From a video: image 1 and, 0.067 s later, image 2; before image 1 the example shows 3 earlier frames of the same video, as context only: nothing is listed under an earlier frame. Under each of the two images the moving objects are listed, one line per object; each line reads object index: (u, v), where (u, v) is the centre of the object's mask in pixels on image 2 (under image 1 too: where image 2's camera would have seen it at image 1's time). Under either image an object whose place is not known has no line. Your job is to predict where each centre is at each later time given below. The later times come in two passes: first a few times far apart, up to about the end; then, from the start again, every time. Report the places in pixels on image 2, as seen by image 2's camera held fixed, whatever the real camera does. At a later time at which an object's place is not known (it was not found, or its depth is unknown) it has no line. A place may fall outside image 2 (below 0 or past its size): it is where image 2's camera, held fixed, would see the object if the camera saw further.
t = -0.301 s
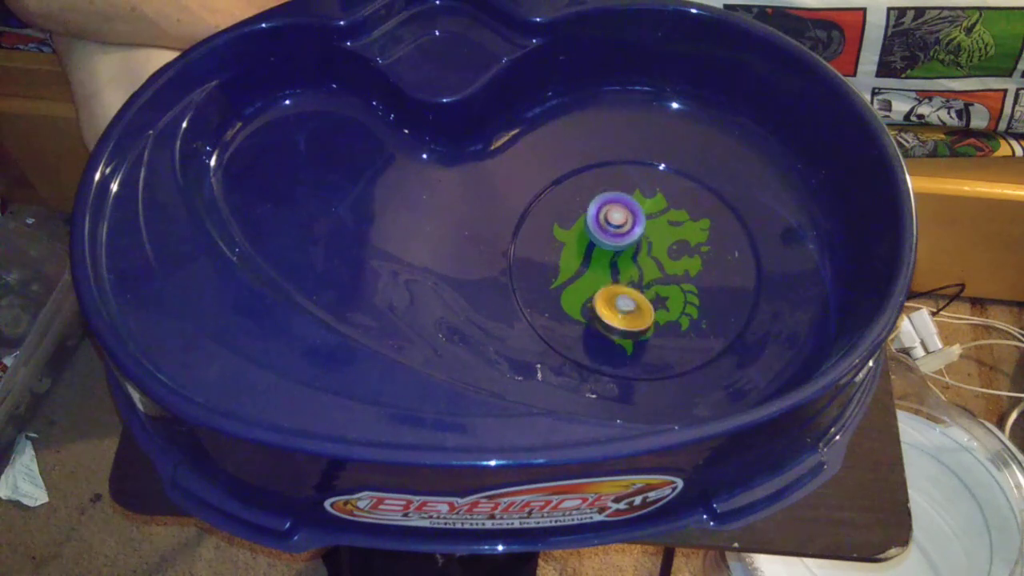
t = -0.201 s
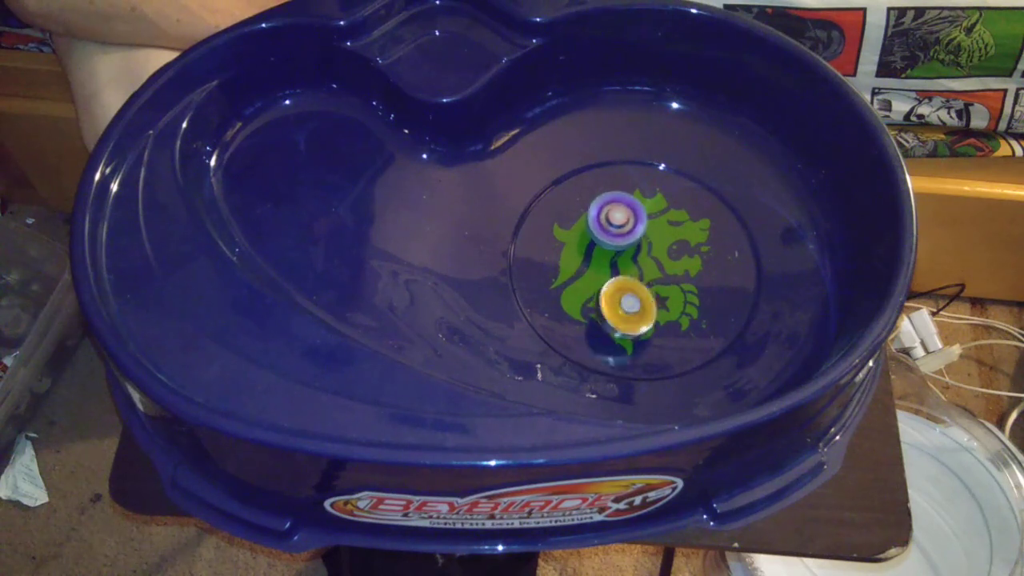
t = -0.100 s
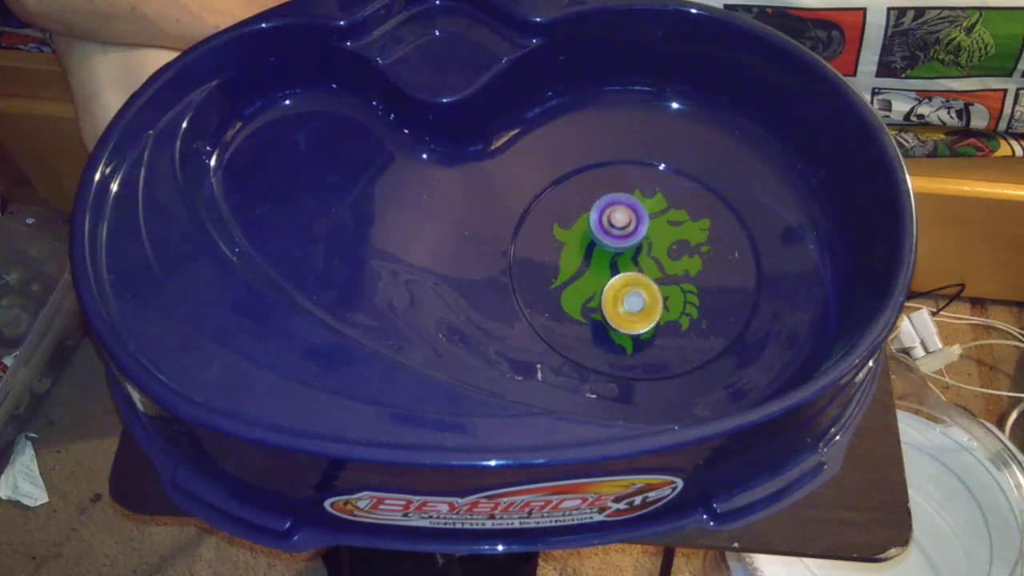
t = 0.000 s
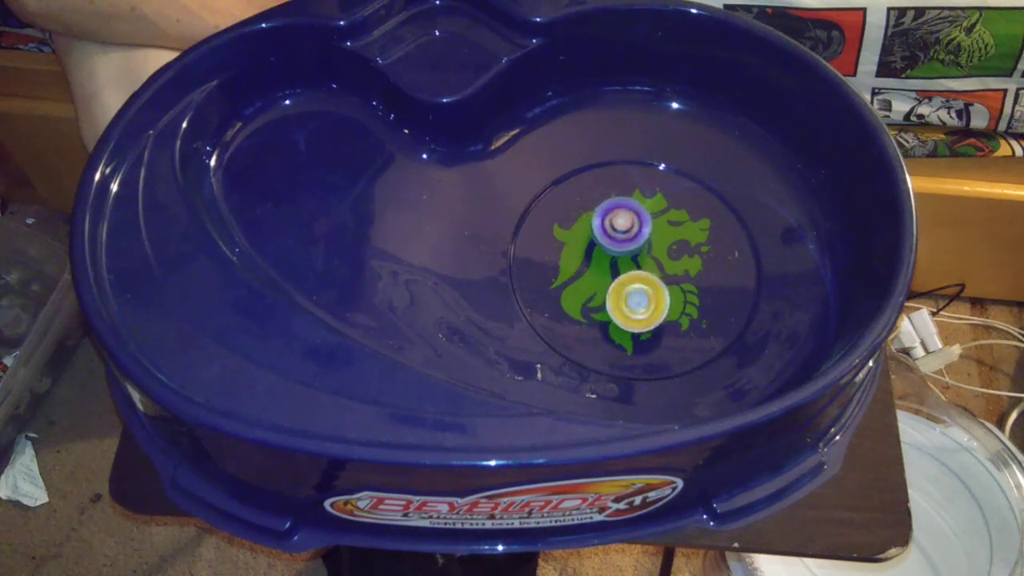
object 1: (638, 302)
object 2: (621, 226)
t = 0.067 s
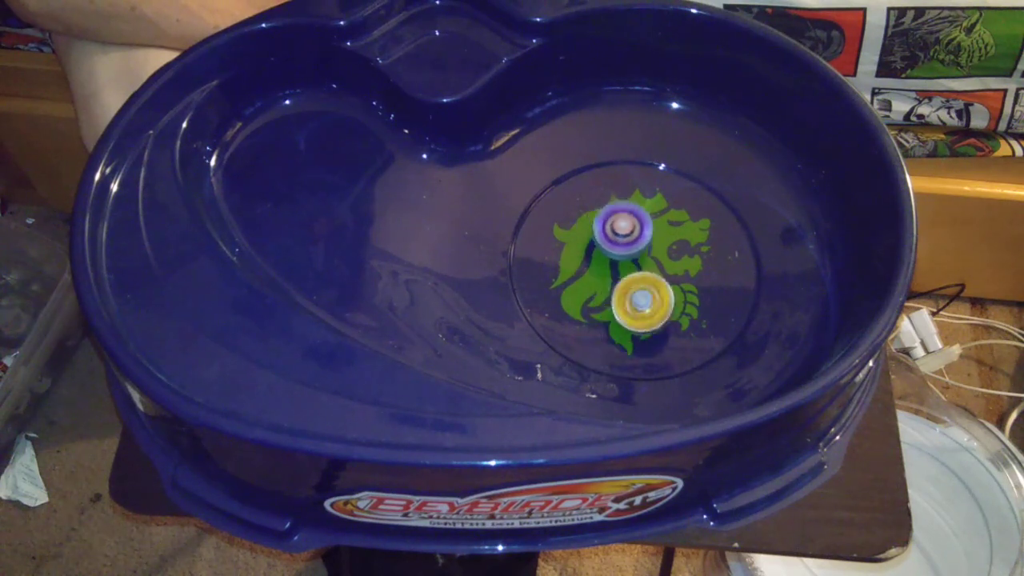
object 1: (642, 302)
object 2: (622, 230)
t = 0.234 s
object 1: (646, 304)
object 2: (624, 241)
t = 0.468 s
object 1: (648, 305)
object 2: (617, 250)
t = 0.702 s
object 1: (655, 299)
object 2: (607, 253)
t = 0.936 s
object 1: (660, 296)
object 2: (603, 252)
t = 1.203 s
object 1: (662, 287)
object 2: (606, 250)
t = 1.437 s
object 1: (681, 294)
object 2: (601, 242)
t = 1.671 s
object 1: (678, 303)
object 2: (599, 239)
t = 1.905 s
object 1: (659, 283)
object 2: (602, 244)
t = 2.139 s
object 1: (672, 273)
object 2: (602, 246)
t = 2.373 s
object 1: (672, 271)
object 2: (602, 250)
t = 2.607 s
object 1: (667, 279)
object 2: (607, 254)
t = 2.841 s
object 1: (660, 301)
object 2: (610, 258)
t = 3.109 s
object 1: (679, 319)
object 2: (599, 243)
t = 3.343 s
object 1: (679, 310)
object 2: (590, 227)
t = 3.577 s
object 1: (641, 313)
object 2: (597, 225)
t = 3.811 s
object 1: (642, 314)
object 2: (608, 236)
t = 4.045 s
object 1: (656, 298)
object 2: (608, 252)
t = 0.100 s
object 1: (643, 302)
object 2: (623, 232)
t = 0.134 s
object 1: (644, 302)
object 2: (623, 234)
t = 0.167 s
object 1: (645, 304)
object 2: (624, 237)
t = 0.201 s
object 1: (645, 304)
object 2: (624, 239)
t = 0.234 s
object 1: (646, 304)
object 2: (624, 241)
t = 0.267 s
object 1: (647, 304)
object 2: (623, 243)
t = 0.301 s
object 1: (646, 303)
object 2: (623, 246)
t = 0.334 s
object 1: (647, 299)
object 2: (622, 248)
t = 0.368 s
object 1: (648, 305)
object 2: (621, 248)
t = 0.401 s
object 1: (647, 307)
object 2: (620, 248)
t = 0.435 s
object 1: (647, 306)
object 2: (619, 249)
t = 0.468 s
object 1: (648, 305)
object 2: (617, 250)
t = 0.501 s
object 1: (648, 304)
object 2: (616, 251)
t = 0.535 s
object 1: (648, 302)
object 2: (614, 251)
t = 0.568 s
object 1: (651, 301)
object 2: (613, 251)
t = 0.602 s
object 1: (652, 300)
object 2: (611, 252)
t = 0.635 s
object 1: (653, 299)
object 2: (610, 253)
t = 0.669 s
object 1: (654, 298)
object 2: (608, 253)
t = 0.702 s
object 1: (655, 299)
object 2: (607, 253)
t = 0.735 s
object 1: (655, 298)
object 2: (606, 253)
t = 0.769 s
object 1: (656, 296)
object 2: (605, 253)
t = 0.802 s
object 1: (658, 296)
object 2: (604, 252)
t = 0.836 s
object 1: (658, 296)
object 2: (604, 252)
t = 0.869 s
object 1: (659, 295)
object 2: (604, 252)
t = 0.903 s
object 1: (661, 296)
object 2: (603, 252)
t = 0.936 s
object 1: (660, 296)
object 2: (603, 252)
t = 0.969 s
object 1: (659, 295)
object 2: (603, 251)
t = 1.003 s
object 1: (660, 294)
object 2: (603, 251)
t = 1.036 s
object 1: (660, 294)
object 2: (603, 251)
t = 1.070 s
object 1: (660, 292)
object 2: (603, 250)
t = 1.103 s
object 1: (661, 291)
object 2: (604, 250)
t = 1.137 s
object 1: (661, 290)
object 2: (604, 250)
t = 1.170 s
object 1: (661, 288)
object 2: (605, 250)
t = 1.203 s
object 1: (662, 287)
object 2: (606, 250)
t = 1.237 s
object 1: (663, 286)
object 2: (606, 250)
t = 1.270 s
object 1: (663, 285)
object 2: (608, 250)
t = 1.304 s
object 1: (664, 283)
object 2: (609, 251)
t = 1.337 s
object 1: (665, 283)
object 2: (610, 251)
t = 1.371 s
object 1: (666, 283)
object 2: (611, 251)
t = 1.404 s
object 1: (674, 288)
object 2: (606, 246)
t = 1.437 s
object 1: (681, 294)
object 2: (601, 242)
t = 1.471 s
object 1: (684, 298)
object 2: (599, 238)
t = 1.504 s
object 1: (684, 300)
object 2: (598, 237)
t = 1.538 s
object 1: (684, 302)
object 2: (598, 237)
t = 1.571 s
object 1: (683, 302)
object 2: (598, 237)
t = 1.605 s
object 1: (681, 297)
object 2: (598, 238)
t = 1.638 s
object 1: (680, 296)
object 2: (599, 239)
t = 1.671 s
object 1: (678, 303)
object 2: (599, 239)
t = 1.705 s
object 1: (675, 302)
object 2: (599, 240)
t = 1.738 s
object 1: (673, 299)
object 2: (599, 241)
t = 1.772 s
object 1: (673, 291)
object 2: (600, 241)
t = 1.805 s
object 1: (667, 293)
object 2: (600, 241)
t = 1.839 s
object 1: (661, 290)
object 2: (601, 243)
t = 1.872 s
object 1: (659, 287)
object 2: (602, 243)
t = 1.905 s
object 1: (659, 283)
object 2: (602, 244)
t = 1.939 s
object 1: (658, 280)
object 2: (603, 245)
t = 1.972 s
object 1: (658, 278)
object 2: (603, 246)
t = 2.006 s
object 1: (664, 276)
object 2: (602, 245)
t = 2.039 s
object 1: (668, 275)
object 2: (601, 244)
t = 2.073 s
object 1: (670, 274)
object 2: (601, 244)
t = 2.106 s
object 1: (671, 273)
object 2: (601, 245)
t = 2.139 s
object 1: (672, 273)
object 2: (602, 246)
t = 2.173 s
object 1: (674, 273)
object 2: (601, 247)
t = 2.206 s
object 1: (675, 273)
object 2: (601, 247)
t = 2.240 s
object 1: (675, 273)
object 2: (602, 248)
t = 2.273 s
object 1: (675, 272)
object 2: (602, 248)
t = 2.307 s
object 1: (673, 271)
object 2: (602, 249)
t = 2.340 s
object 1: (672, 270)
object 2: (602, 250)
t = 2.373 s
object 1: (672, 271)
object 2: (602, 250)
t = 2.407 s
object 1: (673, 272)
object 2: (603, 250)
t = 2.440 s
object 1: (672, 273)
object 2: (604, 251)
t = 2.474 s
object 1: (671, 274)
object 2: (604, 252)
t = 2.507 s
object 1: (671, 276)
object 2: (605, 252)
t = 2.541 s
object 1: (670, 277)
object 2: (605, 253)
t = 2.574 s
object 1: (668, 278)
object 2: (606, 253)
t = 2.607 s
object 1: (667, 279)
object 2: (607, 254)
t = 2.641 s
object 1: (664, 281)
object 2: (607, 254)
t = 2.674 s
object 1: (662, 284)
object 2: (607, 255)
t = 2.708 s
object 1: (659, 288)
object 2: (608, 256)
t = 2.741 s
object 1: (658, 291)
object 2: (609, 256)
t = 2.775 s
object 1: (656, 294)
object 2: (609, 257)
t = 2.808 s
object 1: (658, 298)
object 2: (610, 258)
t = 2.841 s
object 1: (660, 301)
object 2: (610, 258)
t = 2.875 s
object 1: (662, 303)
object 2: (611, 259)
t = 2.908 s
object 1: (664, 304)
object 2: (611, 259)
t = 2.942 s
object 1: (665, 304)
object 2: (611, 260)
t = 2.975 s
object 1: (664, 304)
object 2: (612, 261)
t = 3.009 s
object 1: (663, 303)
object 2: (612, 261)
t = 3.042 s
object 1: (662, 304)
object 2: (612, 262)
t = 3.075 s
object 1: (671, 311)
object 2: (606, 252)
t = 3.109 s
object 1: (679, 319)
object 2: (599, 243)
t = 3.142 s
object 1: (685, 322)
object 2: (595, 236)
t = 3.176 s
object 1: (688, 322)
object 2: (592, 233)
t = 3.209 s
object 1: (689, 321)
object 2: (592, 231)
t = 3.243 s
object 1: (686, 319)
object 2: (591, 230)
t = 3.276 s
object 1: (685, 316)
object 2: (590, 229)
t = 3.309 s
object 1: (682, 313)
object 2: (590, 228)
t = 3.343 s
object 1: (679, 310)
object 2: (590, 227)
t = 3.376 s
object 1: (675, 308)
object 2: (590, 227)
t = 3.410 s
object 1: (669, 307)
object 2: (591, 226)
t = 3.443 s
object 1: (662, 306)
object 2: (591, 225)
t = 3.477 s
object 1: (655, 307)
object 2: (593, 224)
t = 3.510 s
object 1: (648, 309)
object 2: (593, 224)
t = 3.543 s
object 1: (643, 311)
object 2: (595, 225)
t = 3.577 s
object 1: (641, 313)
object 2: (597, 225)
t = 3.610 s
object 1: (642, 315)
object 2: (598, 226)
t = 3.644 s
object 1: (643, 317)
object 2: (601, 227)
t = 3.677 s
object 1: (644, 318)
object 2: (602, 228)
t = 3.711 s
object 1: (644, 318)
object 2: (604, 230)
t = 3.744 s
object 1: (643, 317)
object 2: (605, 231)
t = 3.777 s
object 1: (643, 316)
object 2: (606, 234)
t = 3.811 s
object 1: (642, 314)
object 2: (608, 236)
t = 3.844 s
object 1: (641, 311)
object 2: (608, 238)
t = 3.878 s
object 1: (641, 309)
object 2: (609, 241)
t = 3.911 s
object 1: (641, 307)
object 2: (609, 243)
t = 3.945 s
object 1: (646, 304)
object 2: (609, 246)
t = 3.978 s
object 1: (649, 300)
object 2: (609, 248)
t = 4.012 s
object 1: (652, 299)
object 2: (608, 250)
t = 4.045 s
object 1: (656, 298)
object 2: (608, 252)
